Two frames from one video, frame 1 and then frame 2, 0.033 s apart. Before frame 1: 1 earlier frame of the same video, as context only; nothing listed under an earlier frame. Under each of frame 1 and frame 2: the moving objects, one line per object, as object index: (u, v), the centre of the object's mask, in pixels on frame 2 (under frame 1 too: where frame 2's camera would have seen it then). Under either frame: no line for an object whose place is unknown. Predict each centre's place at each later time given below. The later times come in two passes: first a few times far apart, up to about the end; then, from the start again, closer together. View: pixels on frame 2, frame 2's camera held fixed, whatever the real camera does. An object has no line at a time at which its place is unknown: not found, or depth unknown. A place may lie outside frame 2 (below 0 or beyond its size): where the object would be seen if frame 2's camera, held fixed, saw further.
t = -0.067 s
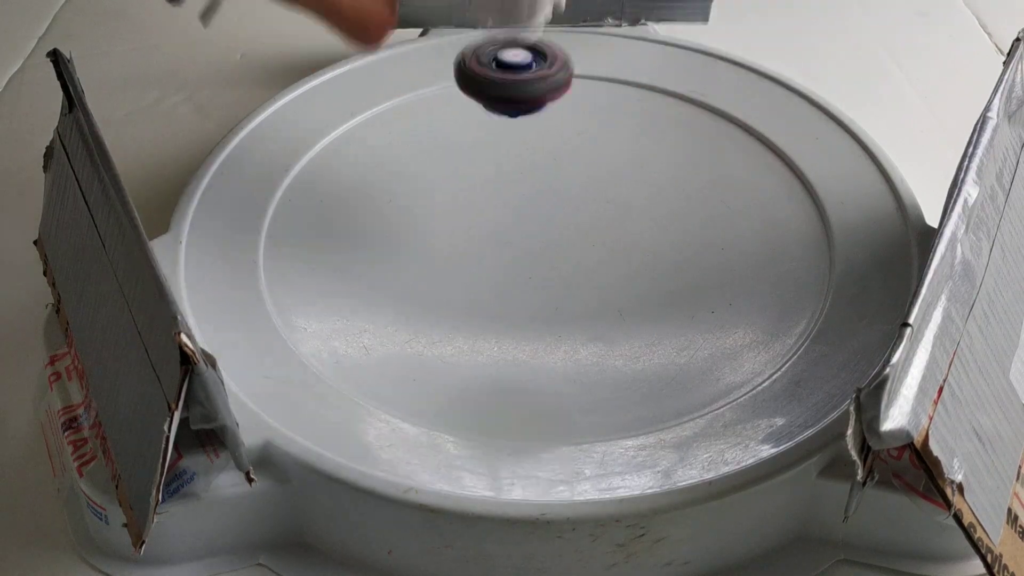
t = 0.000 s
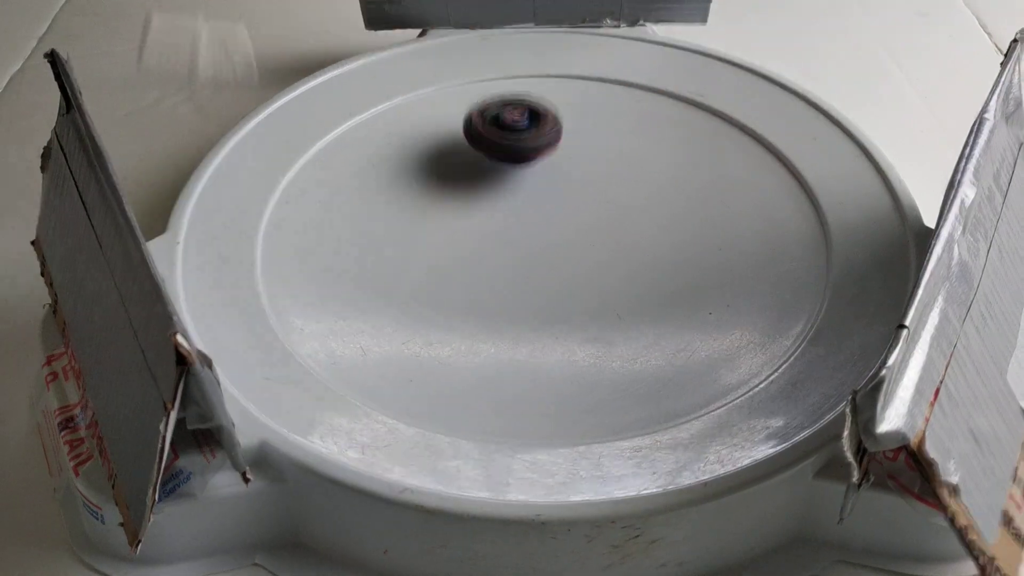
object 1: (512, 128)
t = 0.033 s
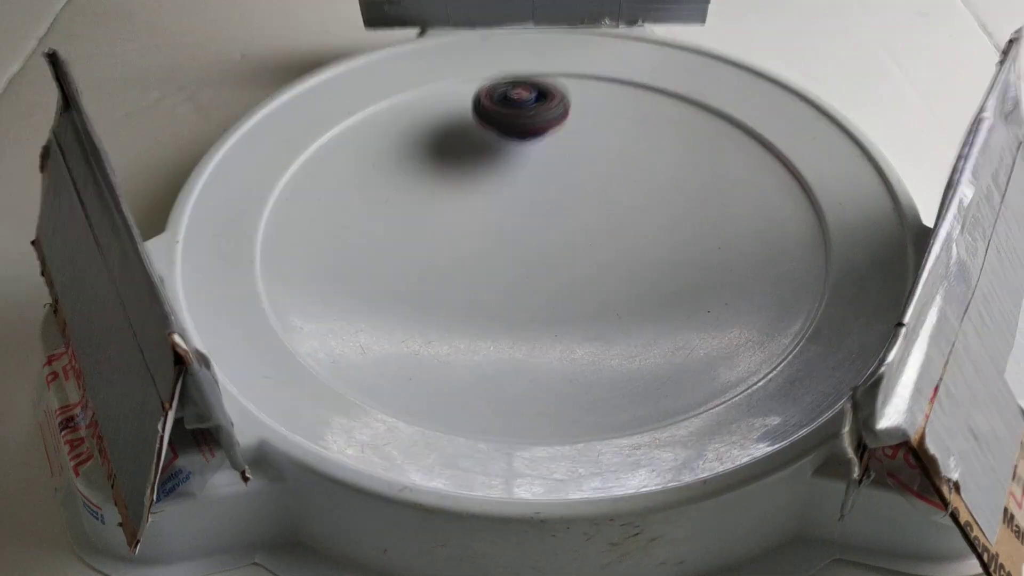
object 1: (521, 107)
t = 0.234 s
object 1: (598, 75)
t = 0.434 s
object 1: (722, 175)
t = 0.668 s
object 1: (565, 397)
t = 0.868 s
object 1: (275, 169)
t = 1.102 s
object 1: (792, 147)
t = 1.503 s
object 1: (459, 60)
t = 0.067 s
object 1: (531, 90)
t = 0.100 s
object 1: (541, 87)
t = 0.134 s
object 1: (553, 77)
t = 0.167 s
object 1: (568, 69)
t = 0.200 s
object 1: (583, 70)
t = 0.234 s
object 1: (598, 75)
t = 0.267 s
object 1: (615, 82)
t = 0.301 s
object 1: (634, 94)
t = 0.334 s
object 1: (654, 109)
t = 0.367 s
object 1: (675, 127)
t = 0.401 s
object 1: (698, 149)
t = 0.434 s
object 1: (722, 175)
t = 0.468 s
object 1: (744, 206)
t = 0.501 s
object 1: (760, 242)
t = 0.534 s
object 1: (763, 283)
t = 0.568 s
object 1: (751, 324)
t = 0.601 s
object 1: (718, 364)
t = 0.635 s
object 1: (647, 386)
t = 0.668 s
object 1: (565, 397)
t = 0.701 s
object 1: (475, 395)
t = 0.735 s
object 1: (392, 372)
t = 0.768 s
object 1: (321, 334)
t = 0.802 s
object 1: (276, 282)
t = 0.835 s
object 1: (258, 225)
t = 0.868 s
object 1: (275, 169)
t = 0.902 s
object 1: (318, 119)
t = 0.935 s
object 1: (388, 80)
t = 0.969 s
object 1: (471, 57)
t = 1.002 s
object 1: (563, 53)
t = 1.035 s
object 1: (651, 66)
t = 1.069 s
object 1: (730, 96)
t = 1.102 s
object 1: (792, 147)
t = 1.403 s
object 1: (270, 179)
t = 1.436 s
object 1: (310, 127)
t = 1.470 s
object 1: (378, 84)
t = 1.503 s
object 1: (459, 60)
